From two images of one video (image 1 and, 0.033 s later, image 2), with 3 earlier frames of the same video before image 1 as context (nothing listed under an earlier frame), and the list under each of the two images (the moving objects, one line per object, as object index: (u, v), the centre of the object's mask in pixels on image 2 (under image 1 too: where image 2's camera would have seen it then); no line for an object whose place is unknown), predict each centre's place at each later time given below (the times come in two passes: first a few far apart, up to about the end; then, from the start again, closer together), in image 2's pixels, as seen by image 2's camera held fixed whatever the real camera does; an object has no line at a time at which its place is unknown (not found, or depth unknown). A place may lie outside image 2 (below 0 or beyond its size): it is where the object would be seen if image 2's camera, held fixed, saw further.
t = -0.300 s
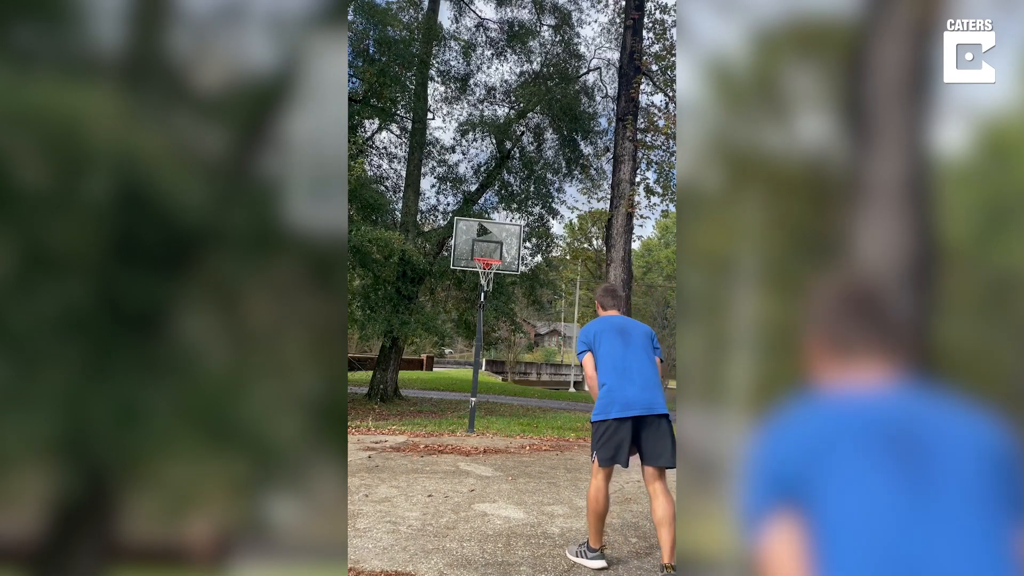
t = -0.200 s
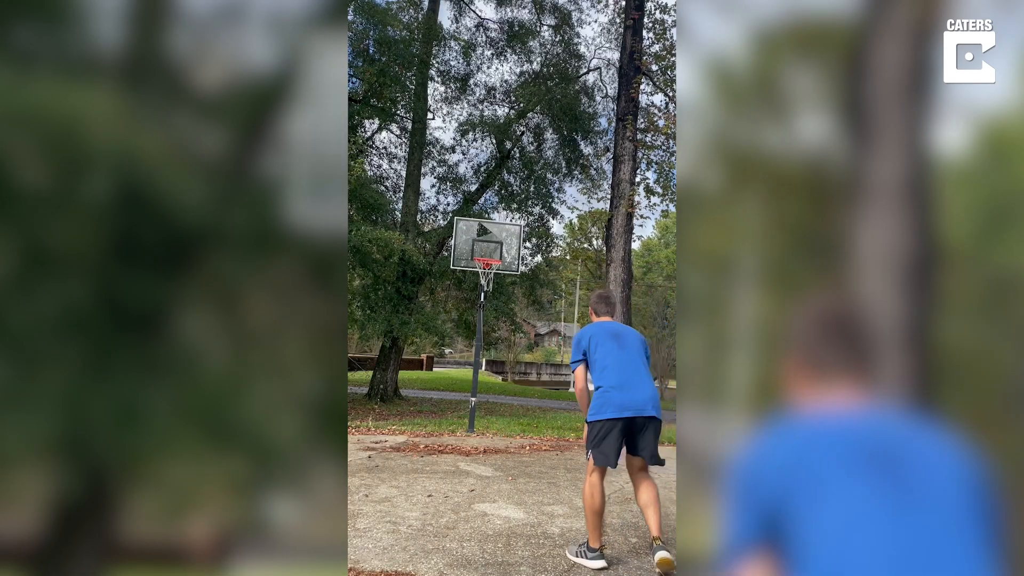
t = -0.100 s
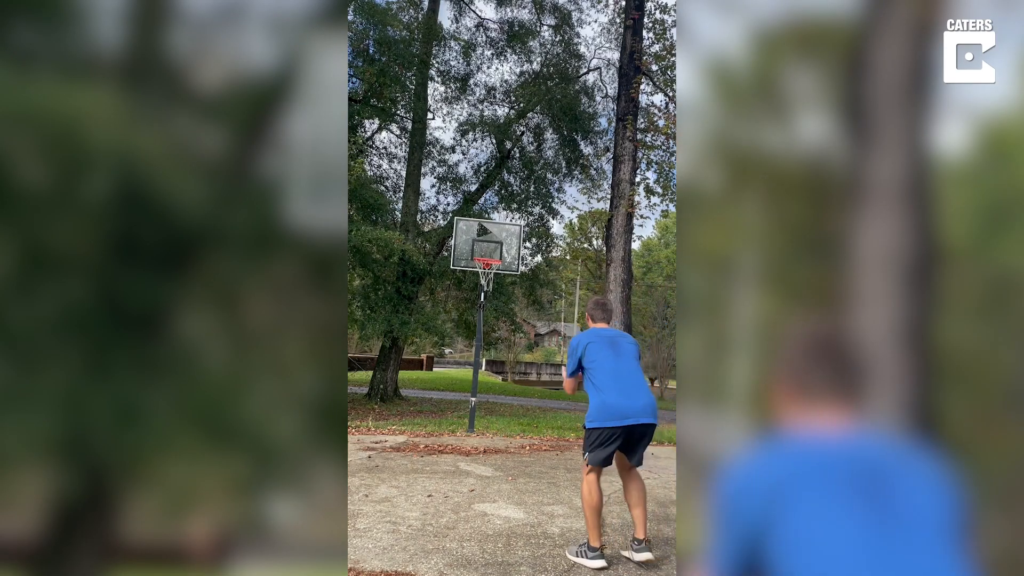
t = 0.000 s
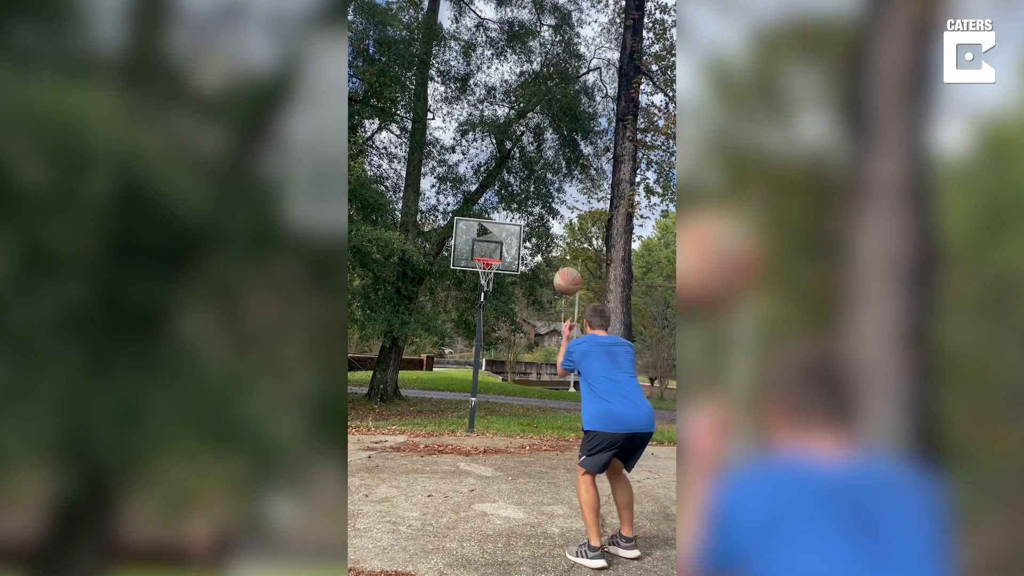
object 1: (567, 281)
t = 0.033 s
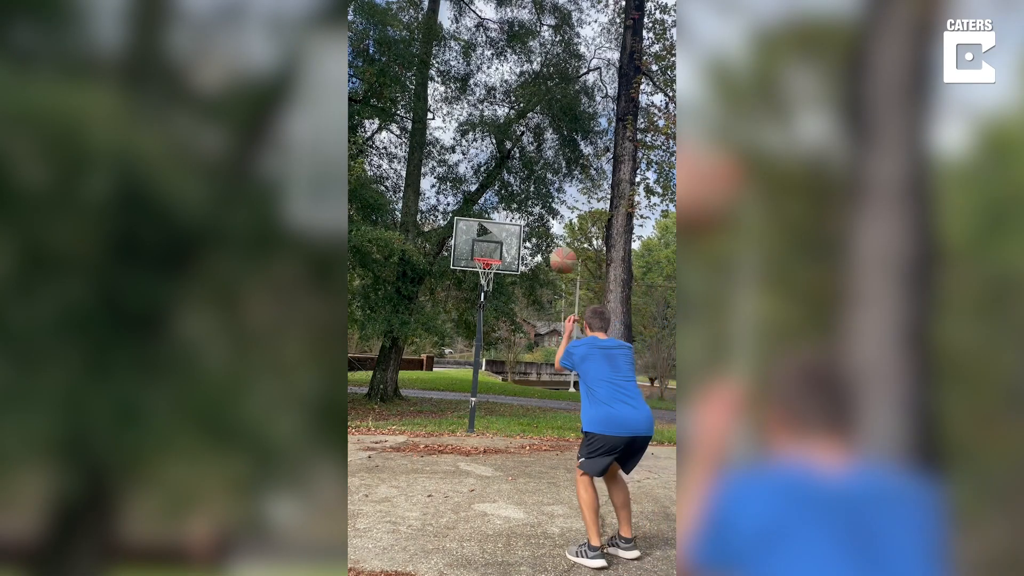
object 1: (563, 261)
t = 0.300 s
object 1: (537, 171)
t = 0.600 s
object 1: (516, 164)
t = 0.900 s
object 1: (497, 212)
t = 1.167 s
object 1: (485, 271)
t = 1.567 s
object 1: (483, 343)
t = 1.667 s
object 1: (481, 378)
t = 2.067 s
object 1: (483, 368)
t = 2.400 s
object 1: (483, 344)
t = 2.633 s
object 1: (480, 369)
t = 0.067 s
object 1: (560, 243)
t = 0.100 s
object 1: (556, 227)
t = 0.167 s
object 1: (549, 202)
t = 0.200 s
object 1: (546, 192)
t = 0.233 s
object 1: (543, 183)
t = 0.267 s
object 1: (540, 176)
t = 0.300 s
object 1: (537, 171)
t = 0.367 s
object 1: (532, 163)
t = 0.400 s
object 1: (530, 160)
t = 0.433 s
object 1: (528, 159)
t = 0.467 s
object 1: (525, 159)
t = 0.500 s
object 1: (523, 159)
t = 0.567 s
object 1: (518, 162)
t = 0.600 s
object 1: (516, 164)
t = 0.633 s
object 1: (514, 167)
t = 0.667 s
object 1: (512, 171)
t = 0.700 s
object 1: (510, 176)
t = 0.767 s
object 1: (505, 186)
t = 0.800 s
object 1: (504, 192)
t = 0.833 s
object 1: (502, 198)
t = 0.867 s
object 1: (499, 205)
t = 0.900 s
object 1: (497, 212)
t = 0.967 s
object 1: (494, 229)
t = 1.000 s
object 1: (492, 237)
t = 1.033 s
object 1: (490, 246)
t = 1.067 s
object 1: (488, 254)
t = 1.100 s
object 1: (487, 263)
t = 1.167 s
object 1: (485, 271)
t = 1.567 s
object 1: (483, 343)
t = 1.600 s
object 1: (483, 354)
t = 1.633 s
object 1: (482, 366)
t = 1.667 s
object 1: (481, 378)
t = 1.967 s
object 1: (481, 389)
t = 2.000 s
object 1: (481, 381)
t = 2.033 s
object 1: (482, 374)
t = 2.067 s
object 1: (483, 368)
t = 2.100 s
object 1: (483, 362)
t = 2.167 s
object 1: (484, 353)
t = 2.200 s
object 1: (484, 350)
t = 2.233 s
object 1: (484, 347)
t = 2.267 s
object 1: (484, 344)
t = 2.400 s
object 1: (483, 344)
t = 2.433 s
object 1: (483, 344)
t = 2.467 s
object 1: (483, 347)
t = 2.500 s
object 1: (483, 350)
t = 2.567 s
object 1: (481, 358)
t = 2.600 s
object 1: (481, 363)
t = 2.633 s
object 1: (480, 369)
